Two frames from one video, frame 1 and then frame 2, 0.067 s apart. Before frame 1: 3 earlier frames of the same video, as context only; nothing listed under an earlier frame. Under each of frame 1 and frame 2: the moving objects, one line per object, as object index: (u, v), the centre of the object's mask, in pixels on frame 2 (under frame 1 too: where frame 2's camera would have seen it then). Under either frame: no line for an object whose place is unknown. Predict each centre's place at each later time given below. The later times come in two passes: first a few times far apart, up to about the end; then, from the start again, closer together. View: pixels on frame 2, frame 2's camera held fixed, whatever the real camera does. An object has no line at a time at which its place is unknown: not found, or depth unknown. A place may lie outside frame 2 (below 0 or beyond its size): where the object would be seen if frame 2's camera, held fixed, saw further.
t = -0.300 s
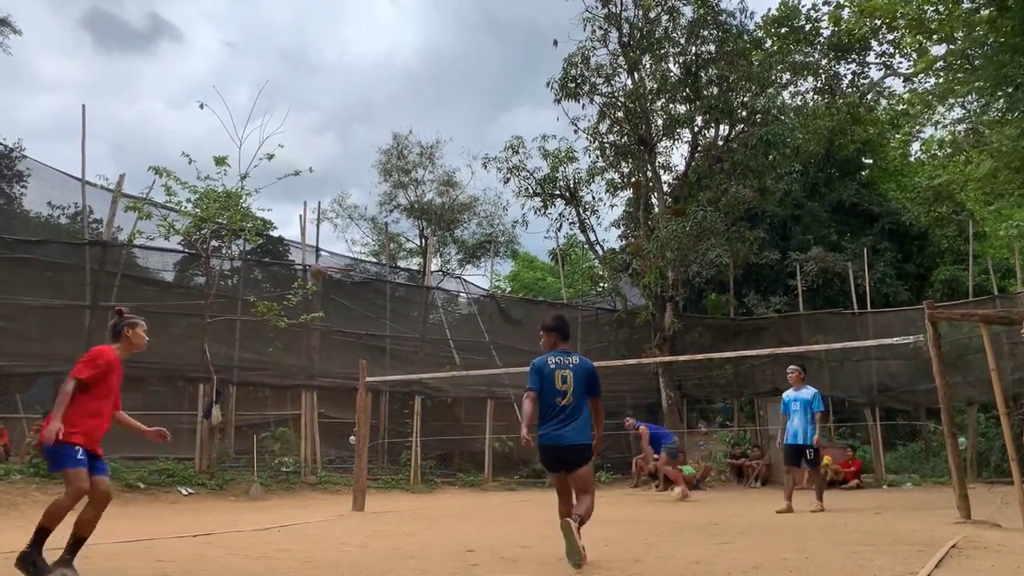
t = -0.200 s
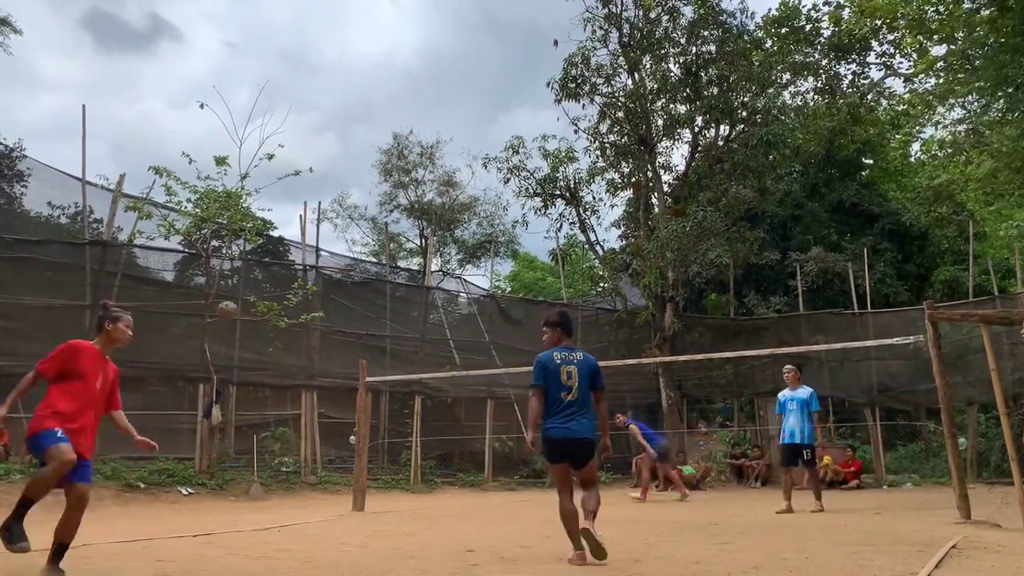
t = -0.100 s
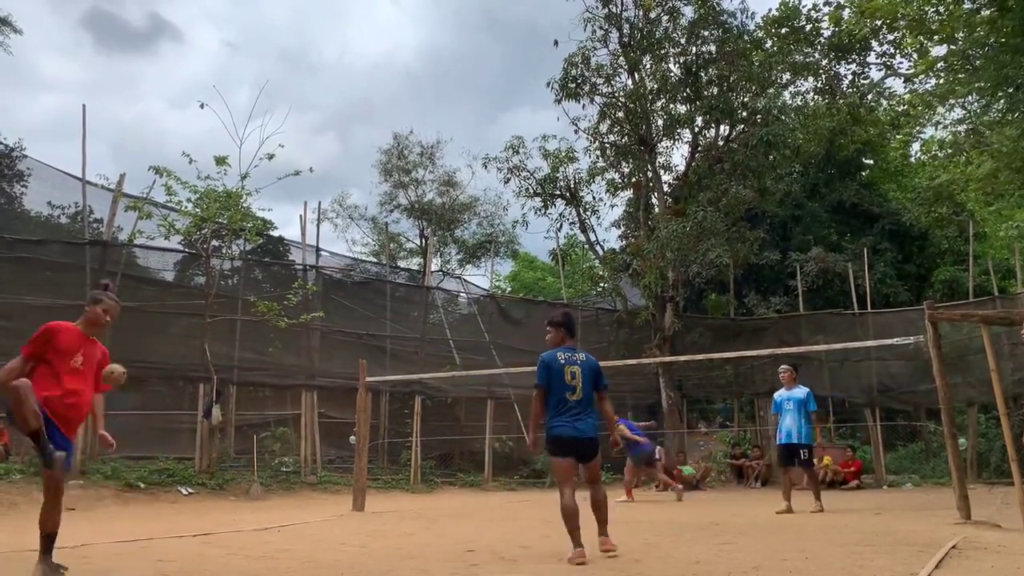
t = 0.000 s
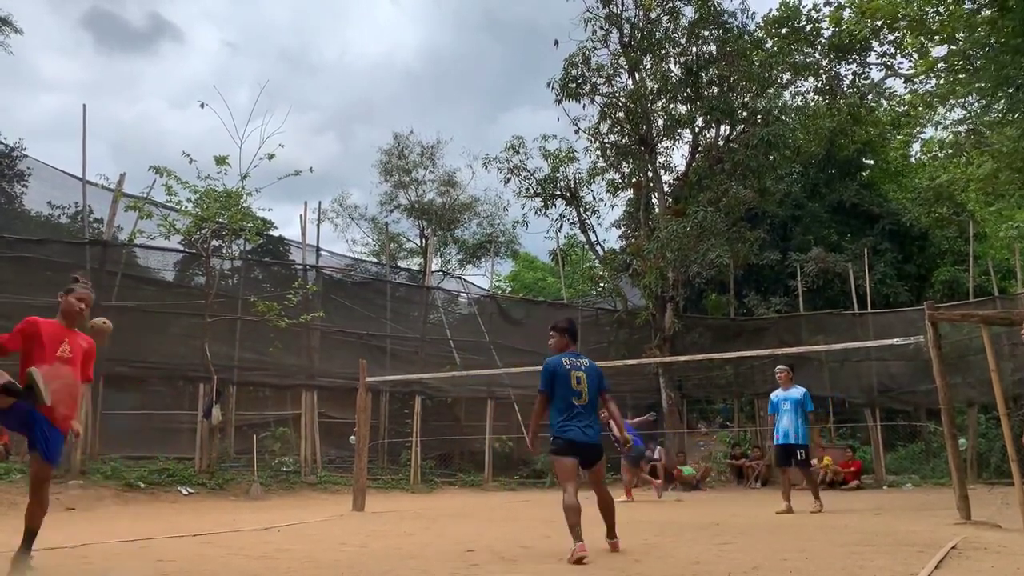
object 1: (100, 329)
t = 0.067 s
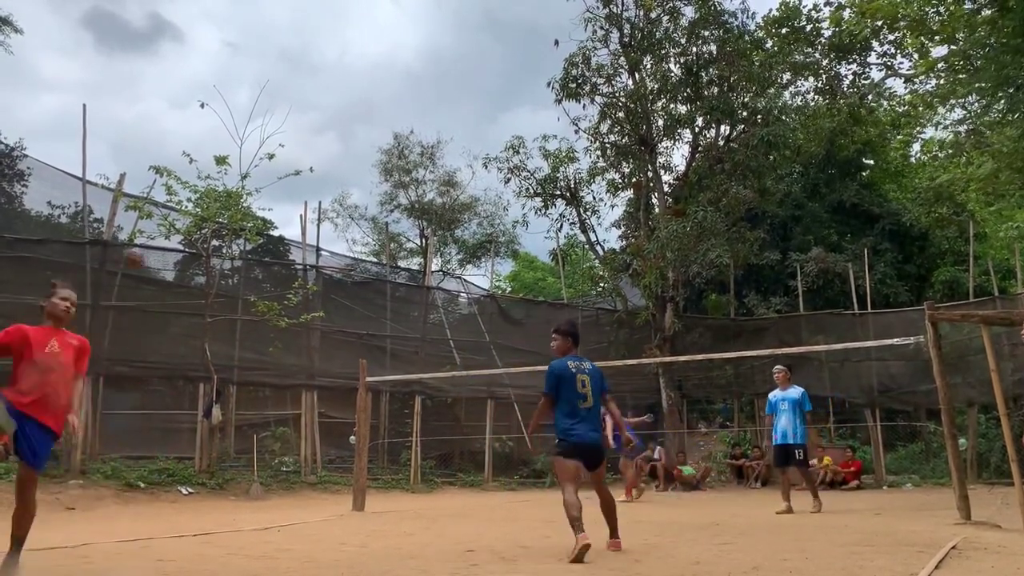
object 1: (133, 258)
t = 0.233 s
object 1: (206, 139)
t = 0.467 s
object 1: (285, 62)
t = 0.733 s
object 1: (357, 68)
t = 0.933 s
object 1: (403, 121)
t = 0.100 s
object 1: (150, 230)
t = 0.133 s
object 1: (164, 203)
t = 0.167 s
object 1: (179, 179)
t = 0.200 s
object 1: (193, 157)
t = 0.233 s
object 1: (206, 139)
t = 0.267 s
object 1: (219, 122)
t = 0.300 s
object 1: (231, 107)
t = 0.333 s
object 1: (242, 95)
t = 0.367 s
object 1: (254, 84)
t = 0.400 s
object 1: (265, 75)
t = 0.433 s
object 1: (275, 68)
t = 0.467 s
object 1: (285, 62)
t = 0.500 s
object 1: (295, 59)
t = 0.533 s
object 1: (305, 56)
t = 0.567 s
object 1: (314, 55)
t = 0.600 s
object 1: (323, 55)
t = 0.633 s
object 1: (332, 56)
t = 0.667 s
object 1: (341, 59)
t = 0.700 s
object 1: (349, 63)
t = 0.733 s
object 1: (357, 68)
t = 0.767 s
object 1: (365, 74)
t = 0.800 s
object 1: (373, 82)
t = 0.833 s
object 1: (381, 90)
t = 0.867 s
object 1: (389, 99)
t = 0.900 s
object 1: (396, 110)
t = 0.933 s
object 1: (403, 121)
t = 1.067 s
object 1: (430, 176)
